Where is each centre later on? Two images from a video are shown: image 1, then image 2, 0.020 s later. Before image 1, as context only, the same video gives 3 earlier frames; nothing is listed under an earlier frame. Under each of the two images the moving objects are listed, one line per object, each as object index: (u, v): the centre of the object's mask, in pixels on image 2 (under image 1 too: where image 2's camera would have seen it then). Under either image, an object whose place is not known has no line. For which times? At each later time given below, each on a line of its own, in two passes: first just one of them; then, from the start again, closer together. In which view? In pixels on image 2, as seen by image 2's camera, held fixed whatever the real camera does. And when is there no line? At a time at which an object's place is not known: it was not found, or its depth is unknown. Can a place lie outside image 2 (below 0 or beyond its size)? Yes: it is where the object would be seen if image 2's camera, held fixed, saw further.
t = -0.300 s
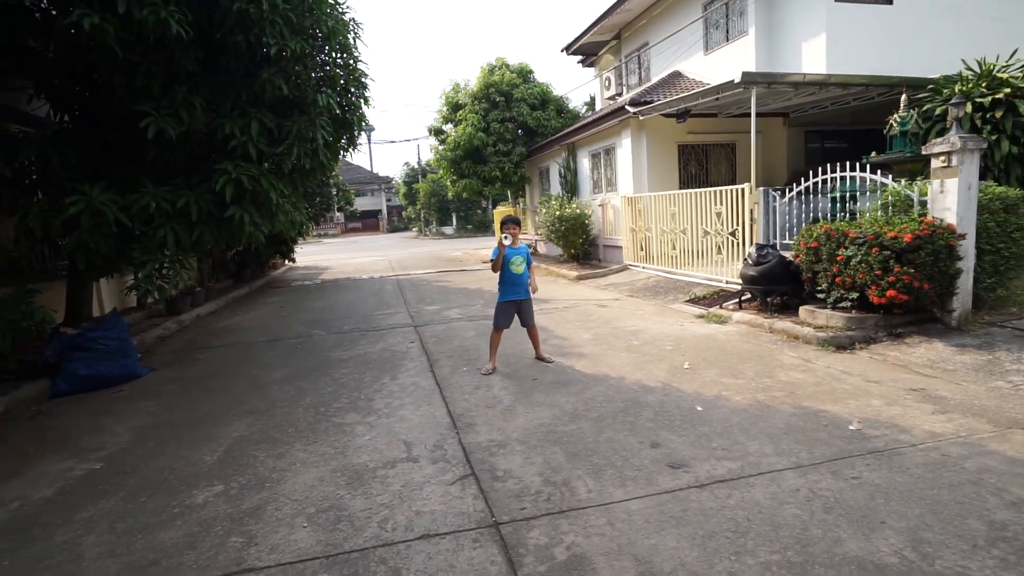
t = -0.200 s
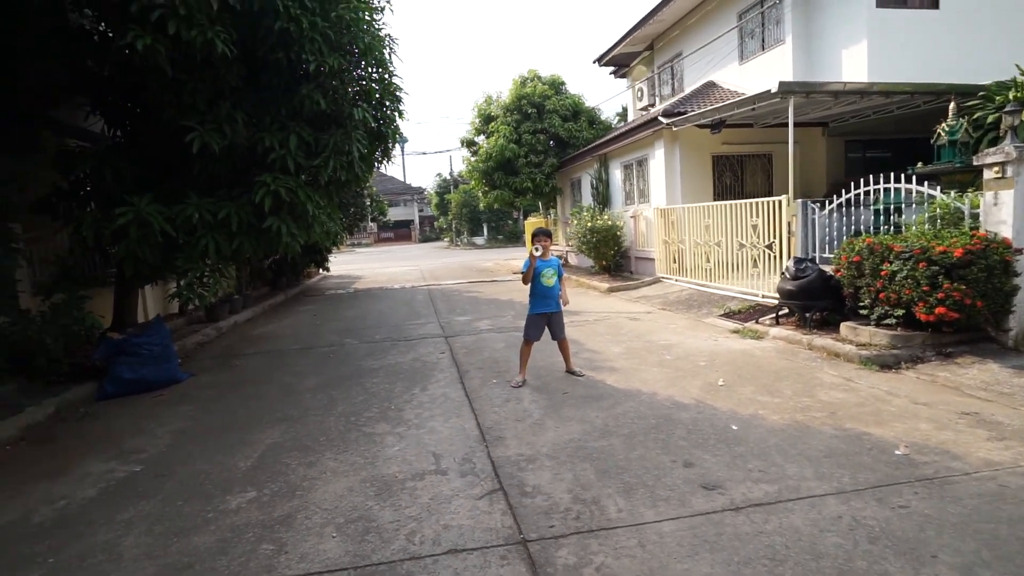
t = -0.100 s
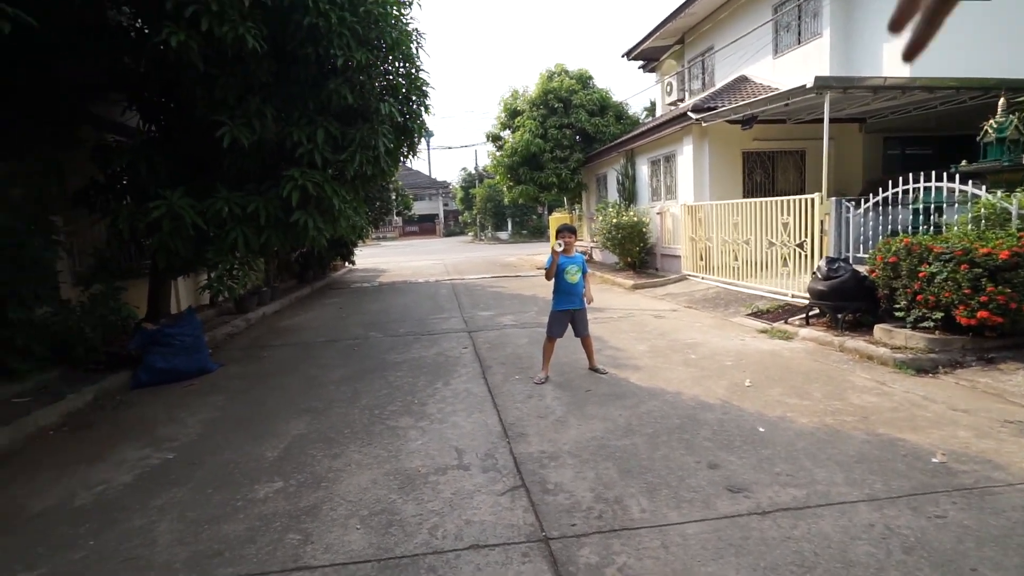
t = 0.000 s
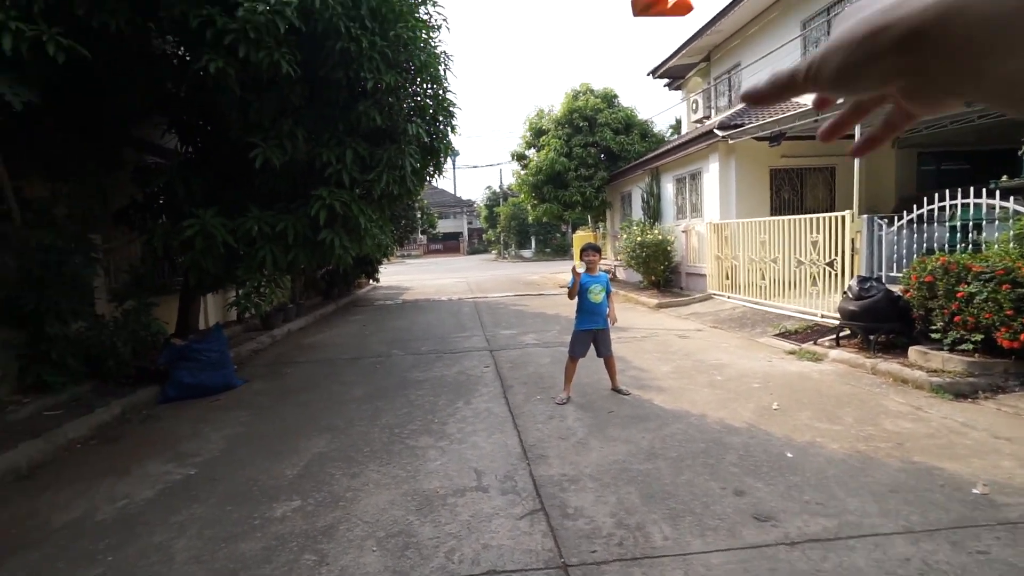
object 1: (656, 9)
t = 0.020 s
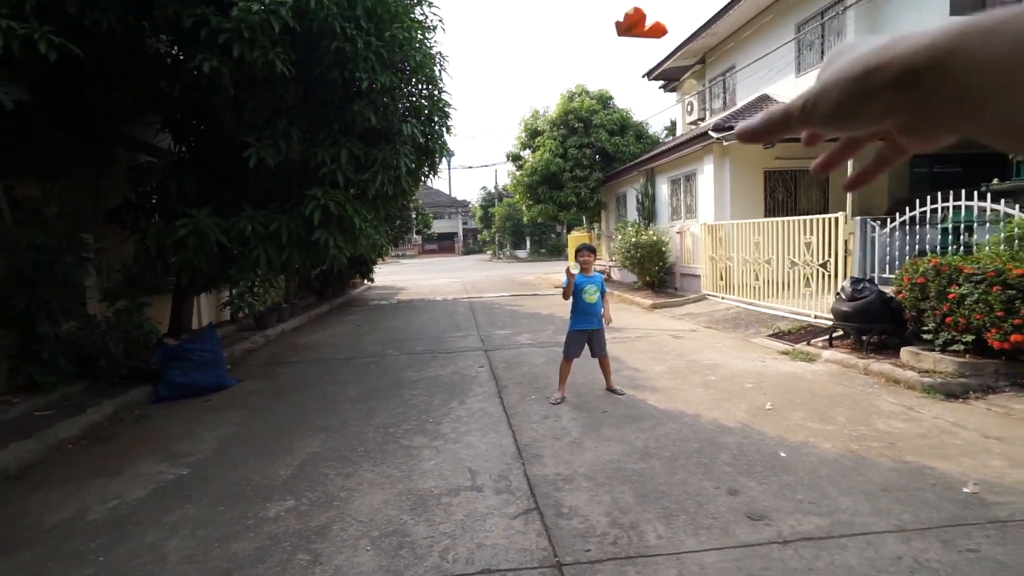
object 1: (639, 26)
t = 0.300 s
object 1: (581, 147)
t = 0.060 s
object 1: (616, 57)
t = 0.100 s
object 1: (601, 80)
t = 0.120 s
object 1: (596, 90)
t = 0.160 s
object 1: (586, 107)
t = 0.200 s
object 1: (580, 121)
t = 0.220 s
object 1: (579, 127)
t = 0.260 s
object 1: (578, 138)
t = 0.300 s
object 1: (581, 147)
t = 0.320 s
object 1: (582, 150)
